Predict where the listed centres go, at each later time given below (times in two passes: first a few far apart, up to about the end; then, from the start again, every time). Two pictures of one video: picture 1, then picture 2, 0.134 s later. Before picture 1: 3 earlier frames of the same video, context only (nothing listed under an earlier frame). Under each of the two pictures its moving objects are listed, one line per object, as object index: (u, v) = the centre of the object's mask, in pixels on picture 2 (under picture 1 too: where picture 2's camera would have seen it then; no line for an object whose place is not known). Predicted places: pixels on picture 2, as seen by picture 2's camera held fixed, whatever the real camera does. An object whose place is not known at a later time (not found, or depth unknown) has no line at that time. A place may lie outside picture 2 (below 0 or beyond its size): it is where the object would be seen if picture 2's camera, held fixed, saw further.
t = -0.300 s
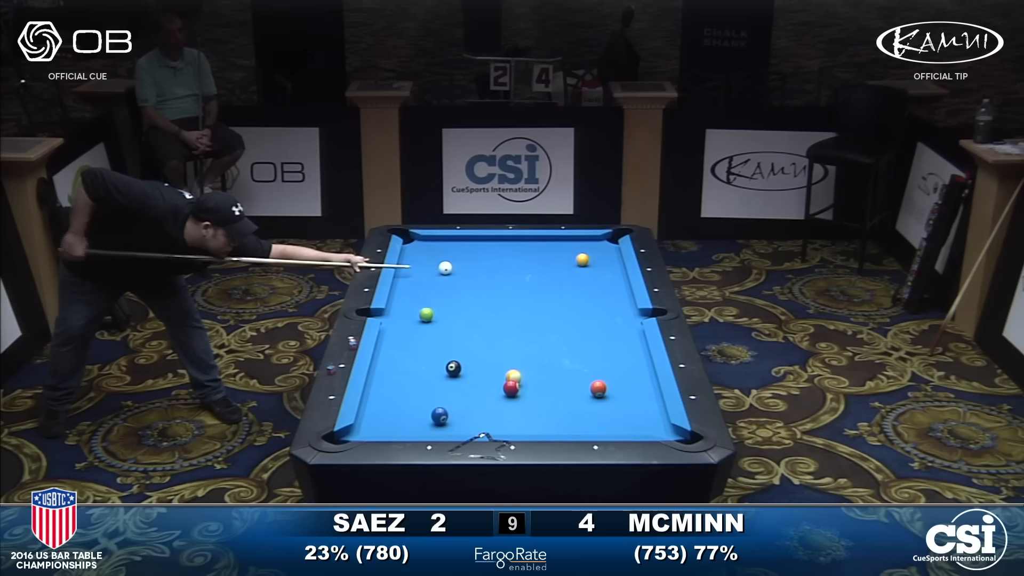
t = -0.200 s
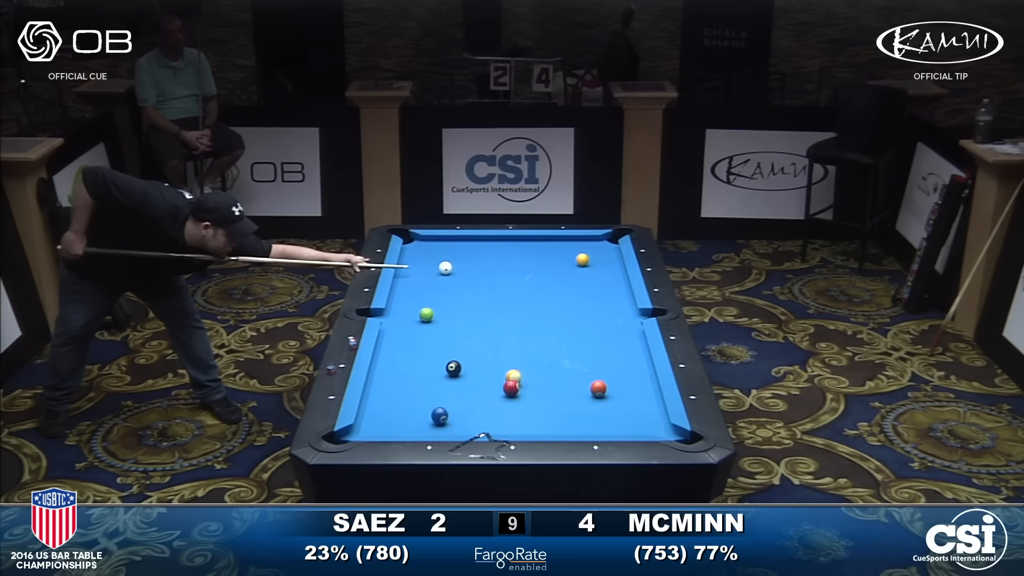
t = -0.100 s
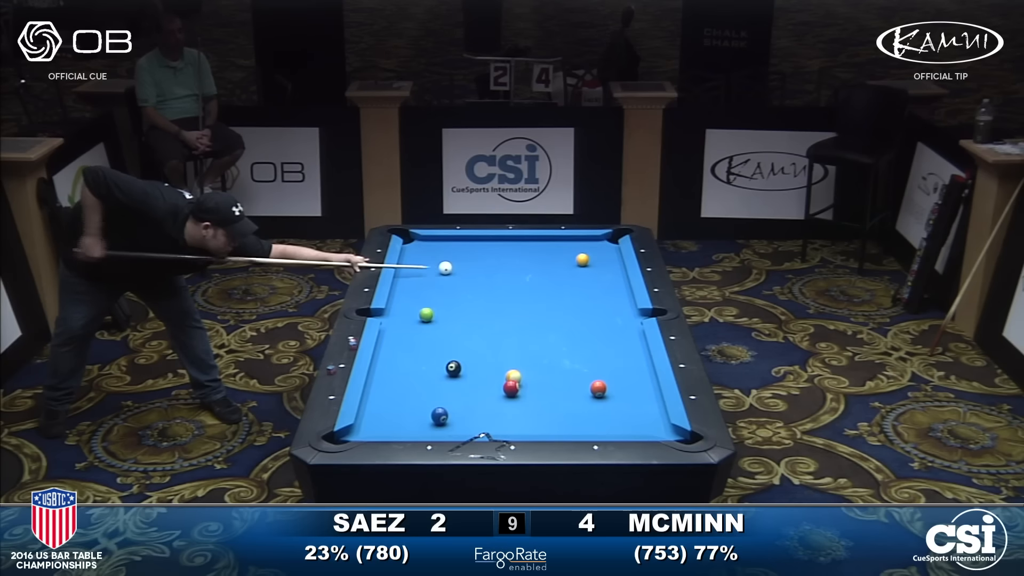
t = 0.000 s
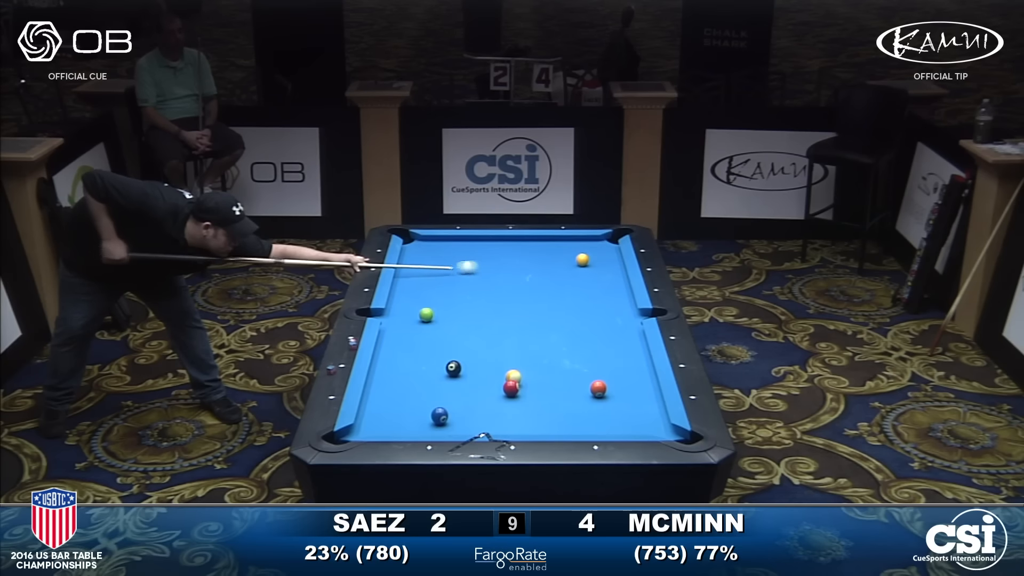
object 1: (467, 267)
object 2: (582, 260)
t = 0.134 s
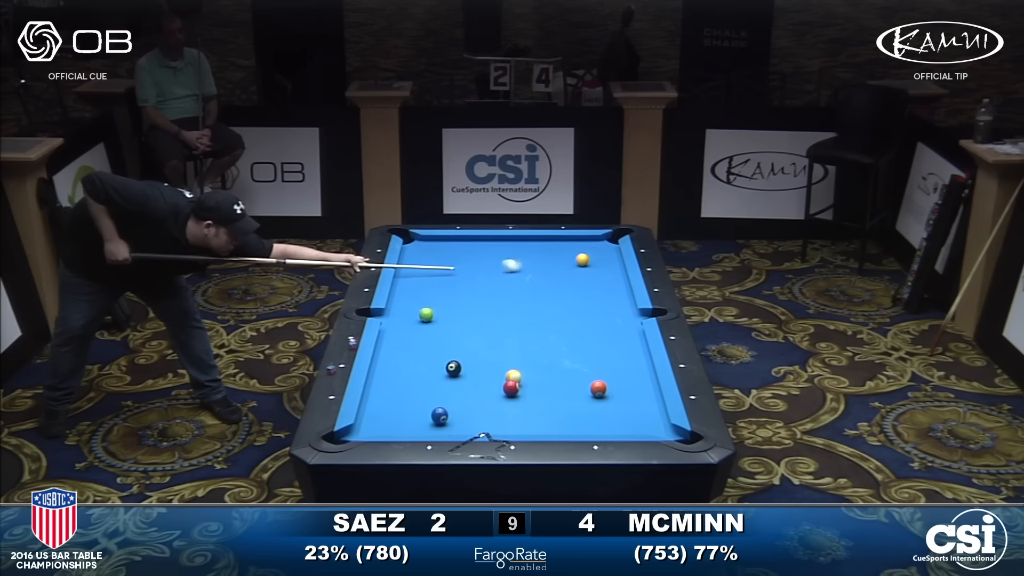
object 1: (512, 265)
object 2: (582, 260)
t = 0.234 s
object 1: (542, 264)
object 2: (582, 260)
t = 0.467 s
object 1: (603, 268)
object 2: (591, 255)
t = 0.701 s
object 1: (602, 277)
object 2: (603, 248)
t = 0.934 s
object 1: (576, 287)
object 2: (611, 241)
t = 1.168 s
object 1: (550, 297)
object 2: (605, 238)
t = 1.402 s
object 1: (524, 307)
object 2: (609, 239)
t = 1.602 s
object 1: (501, 316)
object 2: (612, 240)
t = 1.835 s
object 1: (474, 326)
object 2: (611, 241)
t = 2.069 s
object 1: (446, 336)
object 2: (610, 242)
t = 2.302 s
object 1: (419, 347)
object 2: (609, 242)
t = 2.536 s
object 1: (391, 358)
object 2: (609, 242)
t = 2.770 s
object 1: (384, 367)
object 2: (609, 241)
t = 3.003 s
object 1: (394, 374)
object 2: (609, 242)
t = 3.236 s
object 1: (404, 380)
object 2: (609, 242)
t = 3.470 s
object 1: (414, 387)
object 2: (609, 242)
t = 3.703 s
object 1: (424, 393)
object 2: (609, 242)
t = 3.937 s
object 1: (433, 398)
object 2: (609, 242)
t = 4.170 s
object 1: (442, 402)
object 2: (609, 242)
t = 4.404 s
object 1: (450, 407)
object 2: (609, 242)
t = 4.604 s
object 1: (456, 412)
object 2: (609, 242)
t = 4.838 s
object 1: (463, 415)
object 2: (609, 242)
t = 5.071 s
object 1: (470, 419)
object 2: (609, 242)
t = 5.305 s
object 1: (476, 421)
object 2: (609, 242)
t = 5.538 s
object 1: (481, 423)
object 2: (609, 242)
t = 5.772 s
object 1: (485, 424)
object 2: (609, 242)
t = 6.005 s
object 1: (489, 425)
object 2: (610, 242)
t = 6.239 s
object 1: (491, 426)
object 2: (610, 241)
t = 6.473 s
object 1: (493, 426)
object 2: (609, 242)
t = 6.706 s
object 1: (493, 426)
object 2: (609, 242)
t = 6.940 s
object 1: (492, 426)
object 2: (609, 242)
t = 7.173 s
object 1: (492, 426)
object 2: (610, 242)
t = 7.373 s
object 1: (492, 426)
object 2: (609, 242)
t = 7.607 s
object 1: (492, 426)
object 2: (609, 242)
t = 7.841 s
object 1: (493, 426)
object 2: (609, 242)
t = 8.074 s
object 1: (492, 426)
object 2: (609, 242)
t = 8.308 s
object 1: (492, 426)
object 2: (609, 242)
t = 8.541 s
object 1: (492, 426)
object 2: (609, 242)
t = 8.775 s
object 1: (492, 426)
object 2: (609, 242)
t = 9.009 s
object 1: (492, 426)
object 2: (609, 242)
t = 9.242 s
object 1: (492, 426)
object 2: (609, 242)
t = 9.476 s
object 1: (492, 426)
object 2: (609, 242)
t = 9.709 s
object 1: (492, 426)
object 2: (609, 242)
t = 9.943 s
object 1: (493, 426)
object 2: (610, 241)
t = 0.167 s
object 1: (522, 265)
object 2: (582, 260)
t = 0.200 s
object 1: (532, 265)
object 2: (582, 260)
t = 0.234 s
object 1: (542, 264)
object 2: (582, 260)
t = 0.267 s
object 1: (552, 264)
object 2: (582, 260)
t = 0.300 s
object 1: (562, 264)
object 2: (582, 260)
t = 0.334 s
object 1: (571, 264)
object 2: (584, 259)
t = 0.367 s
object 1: (580, 264)
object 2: (585, 256)
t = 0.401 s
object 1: (588, 266)
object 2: (587, 255)
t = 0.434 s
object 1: (595, 267)
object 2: (588, 255)
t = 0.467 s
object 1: (603, 268)
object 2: (591, 255)
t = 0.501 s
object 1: (610, 269)
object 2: (593, 254)
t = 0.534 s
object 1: (618, 270)
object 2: (595, 253)
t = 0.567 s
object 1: (618, 271)
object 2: (597, 252)
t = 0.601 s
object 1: (613, 273)
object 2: (598, 251)
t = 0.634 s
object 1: (609, 274)
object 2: (600, 250)
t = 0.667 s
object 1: (605, 275)
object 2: (602, 249)
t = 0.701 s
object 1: (602, 277)
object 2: (603, 248)
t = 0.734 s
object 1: (598, 278)
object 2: (605, 247)
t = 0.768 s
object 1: (594, 280)
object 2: (607, 246)
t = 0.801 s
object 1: (591, 281)
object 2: (608, 245)
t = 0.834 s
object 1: (587, 283)
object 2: (610, 244)
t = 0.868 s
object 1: (583, 284)
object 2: (612, 243)
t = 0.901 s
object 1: (580, 285)
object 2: (612, 242)
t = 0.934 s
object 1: (576, 287)
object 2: (611, 241)
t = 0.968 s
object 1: (572, 288)
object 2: (610, 241)
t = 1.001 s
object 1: (568, 290)
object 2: (609, 240)
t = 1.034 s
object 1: (565, 291)
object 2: (608, 240)
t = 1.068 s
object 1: (561, 292)
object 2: (607, 239)
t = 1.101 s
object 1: (557, 294)
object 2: (606, 238)
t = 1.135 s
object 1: (554, 295)
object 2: (605, 238)
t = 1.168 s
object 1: (550, 297)
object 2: (605, 238)
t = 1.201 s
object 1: (546, 298)
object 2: (605, 238)
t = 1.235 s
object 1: (543, 300)
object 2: (606, 238)
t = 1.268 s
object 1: (539, 301)
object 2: (606, 239)
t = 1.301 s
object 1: (535, 303)
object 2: (607, 239)
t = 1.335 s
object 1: (531, 304)
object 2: (607, 239)
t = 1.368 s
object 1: (527, 306)
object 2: (608, 239)
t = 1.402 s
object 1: (524, 307)
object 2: (609, 239)
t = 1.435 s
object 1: (520, 308)
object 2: (609, 239)
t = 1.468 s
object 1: (516, 310)
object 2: (610, 240)
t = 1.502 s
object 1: (512, 311)
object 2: (610, 240)
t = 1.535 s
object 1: (508, 313)
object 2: (611, 240)
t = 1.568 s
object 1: (505, 314)
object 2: (611, 240)
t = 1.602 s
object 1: (501, 316)
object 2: (612, 240)
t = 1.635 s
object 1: (497, 317)
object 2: (612, 241)
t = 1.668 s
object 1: (493, 319)
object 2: (612, 241)
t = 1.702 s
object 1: (489, 320)
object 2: (612, 241)
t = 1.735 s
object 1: (485, 322)
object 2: (612, 241)
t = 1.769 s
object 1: (481, 323)
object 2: (612, 241)
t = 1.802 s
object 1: (478, 325)
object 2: (612, 241)
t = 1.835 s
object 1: (474, 326)
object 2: (611, 241)
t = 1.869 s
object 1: (470, 328)
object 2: (611, 241)
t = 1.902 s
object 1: (466, 329)
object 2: (611, 241)
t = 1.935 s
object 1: (462, 331)
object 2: (611, 241)
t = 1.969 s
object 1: (458, 332)
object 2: (610, 241)
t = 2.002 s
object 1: (454, 334)
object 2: (610, 242)
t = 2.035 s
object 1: (450, 335)
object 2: (610, 242)
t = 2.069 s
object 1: (446, 336)
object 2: (610, 242)
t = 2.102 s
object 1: (442, 338)
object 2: (610, 242)
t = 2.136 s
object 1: (438, 339)
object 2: (610, 242)
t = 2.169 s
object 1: (434, 341)
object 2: (609, 242)
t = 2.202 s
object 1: (431, 343)
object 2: (610, 242)
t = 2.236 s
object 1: (427, 344)
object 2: (609, 242)
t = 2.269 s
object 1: (423, 346)
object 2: (609, 242)
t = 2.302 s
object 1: (419, 347)
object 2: (609, 242)
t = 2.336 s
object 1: (415, 349)
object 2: (609, 242)
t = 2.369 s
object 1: (411, 350)
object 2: (609, 242)
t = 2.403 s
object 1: (407, 352)
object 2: (609, 242)
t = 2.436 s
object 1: (403, 353)
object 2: (609, 242)
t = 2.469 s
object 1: (399, 355)
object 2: (609, 242)
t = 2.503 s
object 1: (395, 356)
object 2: (609, 242)
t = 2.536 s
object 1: (391, 358)
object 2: (609, 242)
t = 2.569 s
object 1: (387, 359)
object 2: (609, 242)
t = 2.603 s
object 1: (383, 361)
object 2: (609, 241)
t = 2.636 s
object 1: (379, 362)
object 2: (609, 241)
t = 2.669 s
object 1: (379, 364)
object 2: (609, 241)
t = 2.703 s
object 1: (381, 364)
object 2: (609, 242)
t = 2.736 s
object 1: (382, 366)
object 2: (609, 241)
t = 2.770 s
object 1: (384, 367)
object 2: (609, 241)
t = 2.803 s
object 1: (385, 368)
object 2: (609, 242)
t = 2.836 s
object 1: (387, 369)
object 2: (609, 241)
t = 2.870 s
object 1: (388, 369)
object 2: (609, 241)
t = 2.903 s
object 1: (390, 371)
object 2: (609, 242)
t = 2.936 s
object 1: (391, 372)
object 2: (609, 241)
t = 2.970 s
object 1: (393, 373)
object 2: (609, 241)
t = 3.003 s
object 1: (394, 374)
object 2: (609, 242)
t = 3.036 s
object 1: (396, 375)
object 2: (609, 241)
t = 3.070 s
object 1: (397, 376)
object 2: (609, 241)
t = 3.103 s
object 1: (399, 377)
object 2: (609, 242)
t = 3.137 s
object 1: (400, 377)
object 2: (609, 241)
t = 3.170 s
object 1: (402, 378)
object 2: (609, 241)
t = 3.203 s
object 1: (403, 379)
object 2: (609, 241)
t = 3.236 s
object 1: (404, 380)
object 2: (609, 242)
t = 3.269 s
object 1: (406, 381)
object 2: (609, 242)
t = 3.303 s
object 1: (407, 382)
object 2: (609, 242)
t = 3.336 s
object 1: (409, 383)
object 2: (609, 242)
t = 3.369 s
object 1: (410, 384)
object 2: (609, 242)
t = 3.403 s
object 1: (411, 385)
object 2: (609, 242)
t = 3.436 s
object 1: (413, 386)
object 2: (609, 242)
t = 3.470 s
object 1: (414, 387)
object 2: (609, 242)
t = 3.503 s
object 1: (416, 388)
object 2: (609, 242)
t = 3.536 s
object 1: (417, 388)
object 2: (609, 242)
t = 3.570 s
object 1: (419, 389)
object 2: (609, 242)
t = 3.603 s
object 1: (420, 390)
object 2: (609, 242)
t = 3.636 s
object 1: (421, 391)
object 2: (609, 242)
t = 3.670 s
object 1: (423, 392)
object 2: (609, 242)
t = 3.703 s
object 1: (424, 393)
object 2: (609, 242)
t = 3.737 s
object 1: (425, 393)
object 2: (609, 242)
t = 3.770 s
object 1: (427, 394)
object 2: (609, 242)
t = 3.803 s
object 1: (428, 395)
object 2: (609, 242)
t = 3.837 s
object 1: (429, 396)
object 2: (609, 242)
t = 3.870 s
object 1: (430, 397)
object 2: (609, 242)
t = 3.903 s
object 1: (432, 397)
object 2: (609, 242)
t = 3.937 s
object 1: (433, 398)
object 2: (609, 242)
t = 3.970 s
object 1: (434, 399)
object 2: (609, 242)
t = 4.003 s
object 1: (435, 400)
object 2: (609, 242)
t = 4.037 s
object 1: (437, 400)
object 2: (609, 242)
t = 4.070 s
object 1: (438, 400)
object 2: (609, 242)
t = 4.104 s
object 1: (439, 401)
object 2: (609, 242)
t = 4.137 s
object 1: (440, 401)
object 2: (609, 242)
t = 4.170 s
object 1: (442, 402)
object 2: (609, 242)
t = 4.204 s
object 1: (443, 402)
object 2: (609, 242)
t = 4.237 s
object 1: (444, 403)
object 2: (609, 242)
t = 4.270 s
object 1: (446, 403)
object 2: (609, 242)
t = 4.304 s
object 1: (447, 404)
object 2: (609, 242)
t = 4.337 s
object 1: (448, 405)
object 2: (609, 242)
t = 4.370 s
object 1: (449, 406)
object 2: (609, 242)
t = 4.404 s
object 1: (450, 407)
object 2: (609, 242)
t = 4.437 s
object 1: (451, 408)
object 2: (609, 242)
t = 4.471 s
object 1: (452, 409)
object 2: (609, 242)
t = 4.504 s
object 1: (453, 410)
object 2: (609, 242)
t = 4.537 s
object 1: (454, 411)
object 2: (609, 242)
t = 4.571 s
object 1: (455, 411)
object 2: (609, 242)
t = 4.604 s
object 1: (456, 412)
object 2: (609, 242)
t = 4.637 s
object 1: (457, 412)
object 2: (609, 242)
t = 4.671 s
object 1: (458, 413)
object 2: (609, 242)
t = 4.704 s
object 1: (459, 414)
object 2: (609, 242)
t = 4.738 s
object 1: (460, 414)
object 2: (609, 242)
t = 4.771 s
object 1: (461, 415)
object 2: (609, 242)
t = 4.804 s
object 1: (463, 415)
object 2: (609, 242)
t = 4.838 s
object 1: (463, 415)
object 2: (609, 242)
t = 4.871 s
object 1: (465, 416)
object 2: (609, 242)
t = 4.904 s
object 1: (465, 416)
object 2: (609, 242)
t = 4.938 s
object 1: (466, 417)
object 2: (609, 242)
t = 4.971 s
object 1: (467, 417)
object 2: (609, 242)
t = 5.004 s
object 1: (468, 418)
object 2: (609, 242)
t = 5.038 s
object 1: (469, 418)
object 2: (609, 242)
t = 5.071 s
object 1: (470, 419)
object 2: (609, 242)
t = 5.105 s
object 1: (471, 419)
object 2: (609, 242)
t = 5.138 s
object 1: (472, 420)
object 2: (609, 242)
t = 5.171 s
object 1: (473, 420)
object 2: (609, 242)
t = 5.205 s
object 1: (473, 420)
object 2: (609, 242)
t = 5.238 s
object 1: (474, 421)
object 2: (609, 242)
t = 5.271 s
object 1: (475, 421)
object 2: (609, 242)
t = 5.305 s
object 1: (476, 421)
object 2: (609, 242)
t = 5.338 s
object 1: (477, 422)
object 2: (609, 242)
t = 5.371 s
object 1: (477, 422)
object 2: (609, 242)
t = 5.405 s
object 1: (478, 422)
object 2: (609, 242)
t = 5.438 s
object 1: (479, 422)
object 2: (609, 242)
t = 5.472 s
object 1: (480, 423)
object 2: (609, 242)
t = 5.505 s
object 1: (480, 423)
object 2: (609, 242)
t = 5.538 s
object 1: (481, 423)
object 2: (609, 242)
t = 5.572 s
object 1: (482, 423)
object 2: (609, 242)
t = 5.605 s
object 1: (482, 423)
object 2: (609, 242)
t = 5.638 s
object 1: (483, 424)
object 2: (609, 242)
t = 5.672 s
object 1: (484, 424)
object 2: (609, 242)
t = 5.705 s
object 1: (484, 424)
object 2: (609, 242)
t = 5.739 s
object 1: (485, 424)
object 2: (609, 242)
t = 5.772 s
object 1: (485, 424)
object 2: (609, 242)
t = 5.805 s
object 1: (486, 425)
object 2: (609, 242)
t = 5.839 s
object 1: (486, 425)
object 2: (609, 242)
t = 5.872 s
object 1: (487, 425)
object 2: (609, 242)
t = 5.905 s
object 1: (488, 425)
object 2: (610, 242)
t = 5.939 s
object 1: (488, 425)
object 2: (609, 242)
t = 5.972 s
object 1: (489, 425)
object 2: (610, 242)
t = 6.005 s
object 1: (489, 425)
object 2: (610, 242)
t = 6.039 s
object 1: (489, 425)
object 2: (610, 242)
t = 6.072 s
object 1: (490, 425)
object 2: (610, 241)
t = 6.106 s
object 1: (490, 425)
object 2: (610, 241)
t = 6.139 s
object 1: (490, 426)
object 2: (610, 241)
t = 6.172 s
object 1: (491, 426)
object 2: (610, 241)
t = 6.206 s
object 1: (491, 426)
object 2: (610, 241)
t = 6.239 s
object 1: (491, 426)
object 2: (610, 241)
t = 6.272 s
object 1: (492, 426)
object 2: (610, 241)
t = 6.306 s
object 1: (492, 426)
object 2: (610, 241)
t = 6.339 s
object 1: (492, 426)
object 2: (610, 241)
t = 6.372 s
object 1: (492, 426)
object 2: (610, 241)
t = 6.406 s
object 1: (492, 426)
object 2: (609, 242)
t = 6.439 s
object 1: (493, 426)
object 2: (609, 242)
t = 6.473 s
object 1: (493, 426)
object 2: (609, 242)
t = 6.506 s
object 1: (493, 426)
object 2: (609, 242)
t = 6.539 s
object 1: (493, 426)
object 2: (609, 242)
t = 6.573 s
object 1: (493, 426)
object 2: (609, 242)
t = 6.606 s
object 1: (493, 426)
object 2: (609, 242)
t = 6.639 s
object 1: (493, 426)
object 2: (609, 242)
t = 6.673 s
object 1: (493, 426)
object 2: (609, 242)
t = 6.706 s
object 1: (493, 426)
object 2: (609, 242)
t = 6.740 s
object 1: (493, 426)
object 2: (609, 242)
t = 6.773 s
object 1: (492, 426)
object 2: (610, 242)
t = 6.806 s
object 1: (493, 426)
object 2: (609, 242)
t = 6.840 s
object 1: (493, 426)
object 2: (610, 242)
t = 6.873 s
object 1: (493, 426)
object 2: (609, 242)
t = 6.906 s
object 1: (492, 426)
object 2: (610, 242)
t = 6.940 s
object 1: (492, 426)
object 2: (609, 242)
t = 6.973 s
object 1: (492, 426)
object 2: (609, 242)
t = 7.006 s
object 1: (492, 426)
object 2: (609, 242)
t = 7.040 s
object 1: (492, 426)
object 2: (610, 242)
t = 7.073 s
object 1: (492, 426)
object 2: (609, 242)
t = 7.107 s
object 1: (493, 426)
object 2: (610, 242)
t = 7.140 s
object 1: (492, 426)
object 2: (610, 242)
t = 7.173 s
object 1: (492, 426)
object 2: (610, 242)
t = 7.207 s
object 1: (493, 426)
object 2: (609, 242)
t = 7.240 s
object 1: (493, 426)
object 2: (609, 242)
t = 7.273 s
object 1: (493, 426)
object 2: (609, 242)
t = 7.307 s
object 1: (493, 426)
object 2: (609, 242)
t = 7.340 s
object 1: (492, 426)
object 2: (609, 242)
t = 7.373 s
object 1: (492, 426)
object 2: (609, 242)
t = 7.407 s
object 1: (492, 426)
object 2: (609, 242)
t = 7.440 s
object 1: (493, 426)
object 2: (609, 242)
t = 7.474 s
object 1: (493, 426)
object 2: (609, 242)
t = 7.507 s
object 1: (493, 426)
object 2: (609, 242)
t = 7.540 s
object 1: (492, 426)
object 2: (609, 242)
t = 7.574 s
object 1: (492, 426)
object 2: (609, 242)
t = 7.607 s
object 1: (492, 426)
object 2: (609, 242)
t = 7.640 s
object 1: (492, 426)
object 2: (609, 242)
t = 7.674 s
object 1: (492, 426)
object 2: (609, 242)
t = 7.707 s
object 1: (492, 426)
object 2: (609, 242)
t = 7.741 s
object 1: (492, 426)
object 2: (609, 242)
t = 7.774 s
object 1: (492, 426)
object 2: (609, 242)
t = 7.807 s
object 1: (492, 426)
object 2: (609, 242)
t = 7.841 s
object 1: (493, 426)
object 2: (609, 242)
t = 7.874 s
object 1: (492, 426)
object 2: (609, 242)
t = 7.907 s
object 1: (492, 426)
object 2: (609, 242)
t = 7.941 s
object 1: (492, 426)
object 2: (609, 242)
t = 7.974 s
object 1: (492, 426)
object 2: (609, 242)
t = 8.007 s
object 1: (492, 426)
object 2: (609, 242)
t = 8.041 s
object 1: (493, 426)
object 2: (609, 242)
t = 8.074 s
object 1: (492, 426)
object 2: (609, 242)
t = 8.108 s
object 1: (492, 426)
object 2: (609, 242)
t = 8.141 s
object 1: (492, 426)
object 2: (609, 242)
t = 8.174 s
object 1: (493, 426)
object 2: (609, 242)
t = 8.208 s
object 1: (492, 426)
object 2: (609, 242)
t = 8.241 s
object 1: (492, 426)
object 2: (609, 242)
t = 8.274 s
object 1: (492, 426)
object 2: (609, 242)
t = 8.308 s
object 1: (492, 426)
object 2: (609, 242)
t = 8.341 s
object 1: (492, 426)
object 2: (609, 242)
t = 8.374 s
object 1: (492, 426)
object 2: (609, 242)
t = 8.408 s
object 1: (492, 426)
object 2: (609, 242)
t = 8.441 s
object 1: (492, 426)
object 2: (609, 242)
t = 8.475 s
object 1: (493, 426)
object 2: (609, 242)
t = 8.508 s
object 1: (492, 426)
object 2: (609, 242)
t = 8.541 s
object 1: (492, 426)
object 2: (609, 242)
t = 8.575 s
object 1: (492, 426)
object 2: (609, 242)
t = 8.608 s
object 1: (492, 426)
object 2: (609, 242)
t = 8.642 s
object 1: (493, 426)
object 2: (609, 242)
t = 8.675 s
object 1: (492, 426)
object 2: (609, 242)
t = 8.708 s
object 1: (493, 426)
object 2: (609, 242)
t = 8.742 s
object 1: (492, 426)
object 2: (609, 242)
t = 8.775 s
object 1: (492, 426)
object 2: (609, 242)
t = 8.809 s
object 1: (492, 426)
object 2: (609, 242)
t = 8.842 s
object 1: (493, 426)
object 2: (609, 242)
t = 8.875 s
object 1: (492, 426)
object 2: (609, 242)
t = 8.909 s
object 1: (492, 426)
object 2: (609, 242)
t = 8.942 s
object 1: (492, 426)
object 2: (609, 242)
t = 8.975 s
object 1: (492, 426)
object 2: (609, 242)
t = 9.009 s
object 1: (492, 426)
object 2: (609, 242)
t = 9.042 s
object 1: (493, 426)
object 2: (609, 242)
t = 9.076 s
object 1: (492, 426)
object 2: (609, 242)
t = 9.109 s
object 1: (492, 426)
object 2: (609, 242)
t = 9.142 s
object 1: (492, 426)
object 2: (609, 242)
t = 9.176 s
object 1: (493, 426)
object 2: (609, 242)
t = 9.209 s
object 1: (493, 426)
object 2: (609, 242)
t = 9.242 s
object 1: (492, 426)
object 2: (609, 242)
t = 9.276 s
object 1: (492, 426)
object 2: (610, 242)
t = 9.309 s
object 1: (492, 426)
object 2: (609, 242)
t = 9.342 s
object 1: (492, 426)
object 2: (610, 242)
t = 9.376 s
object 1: (492, 426)
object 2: (610, 242)
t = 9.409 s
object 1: (492, 426)
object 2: (609, 242)
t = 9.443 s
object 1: (492, 426)
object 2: (610, 242)
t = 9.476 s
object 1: (492, 426)
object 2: (609, 242)
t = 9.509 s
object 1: (492, 426)
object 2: (610, 242)
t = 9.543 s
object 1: (492, 426)
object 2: (609, 242)
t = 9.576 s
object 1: (493, 426)
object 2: (610, 242)
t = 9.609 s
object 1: (492, 426)
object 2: (610, 242)
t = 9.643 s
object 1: (493, 426)
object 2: (609, 242)
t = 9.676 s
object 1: (492, 426)
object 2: (609, 242)
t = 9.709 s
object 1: (492, 426)
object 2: (609, 242)
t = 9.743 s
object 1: (493, 426)
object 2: (609, 242)
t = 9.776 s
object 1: (492, 426)
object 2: (610, 242)
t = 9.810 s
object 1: (493, 426)
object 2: (609, 242)
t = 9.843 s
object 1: (492, 426)
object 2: (610, 242)
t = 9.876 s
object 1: (492, 426)
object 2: (609, 242)
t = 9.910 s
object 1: (493, 426)
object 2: (609, 242)
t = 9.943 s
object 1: (493, 426)
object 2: (610, 241)
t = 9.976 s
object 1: (493, 426)
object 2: (610, 242)
